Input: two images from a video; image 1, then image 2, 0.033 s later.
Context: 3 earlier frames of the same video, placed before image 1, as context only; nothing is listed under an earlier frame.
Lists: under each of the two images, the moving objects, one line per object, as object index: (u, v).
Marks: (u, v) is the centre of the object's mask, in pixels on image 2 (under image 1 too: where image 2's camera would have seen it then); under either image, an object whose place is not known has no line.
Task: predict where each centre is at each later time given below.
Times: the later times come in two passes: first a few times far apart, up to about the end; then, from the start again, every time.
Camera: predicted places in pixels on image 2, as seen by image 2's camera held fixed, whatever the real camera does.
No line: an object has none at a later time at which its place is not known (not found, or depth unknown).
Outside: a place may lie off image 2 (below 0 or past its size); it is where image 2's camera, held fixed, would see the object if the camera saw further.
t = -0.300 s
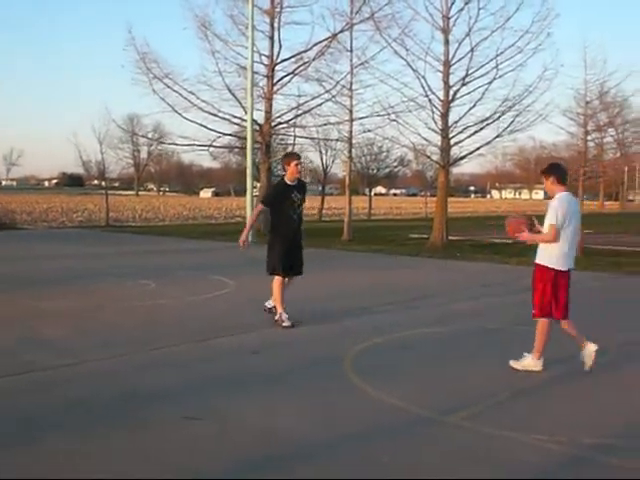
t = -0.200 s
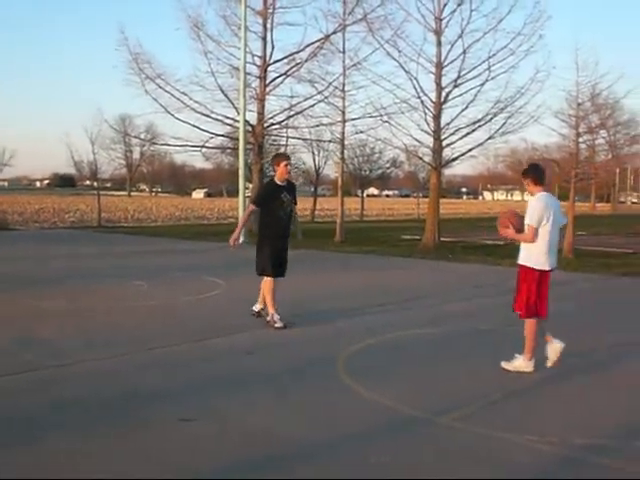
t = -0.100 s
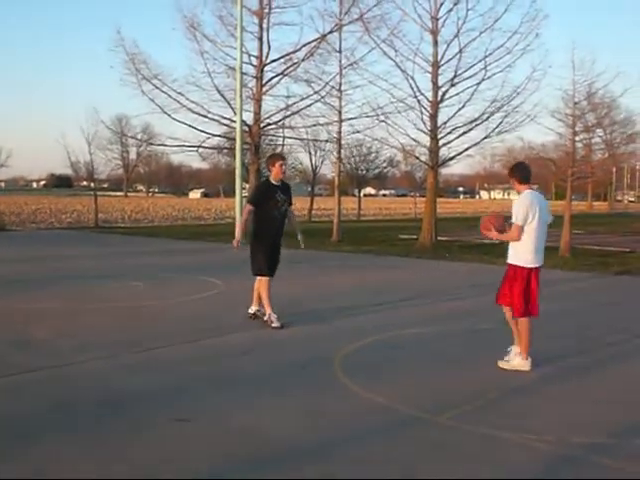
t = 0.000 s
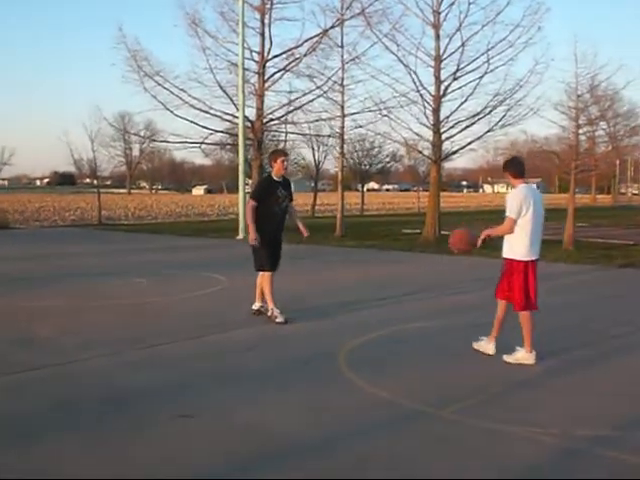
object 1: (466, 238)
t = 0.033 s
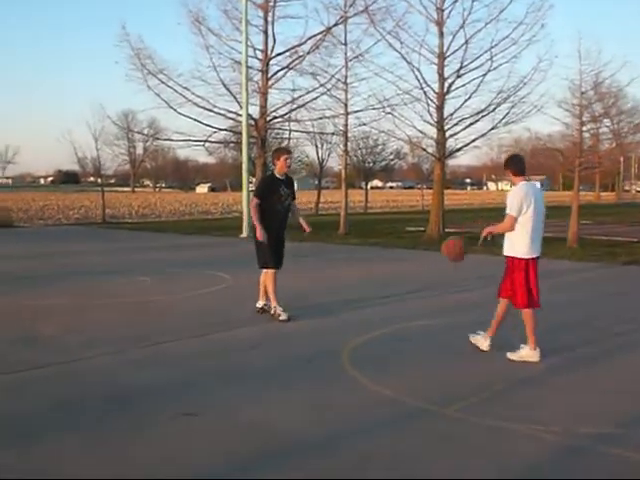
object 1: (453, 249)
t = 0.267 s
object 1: (385, 313)
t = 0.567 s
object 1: (346, 243)
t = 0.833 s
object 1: (313, 255)
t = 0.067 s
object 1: (442, 260)
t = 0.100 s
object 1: (431, 272)
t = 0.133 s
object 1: (420, 285)
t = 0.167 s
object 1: (409, 299)
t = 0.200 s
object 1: (399, 315)
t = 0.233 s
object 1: (390, 325)
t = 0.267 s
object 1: (385, 313)
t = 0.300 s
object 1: (380, 299)
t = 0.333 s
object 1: (377, 288)
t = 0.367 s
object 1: (374, 278)
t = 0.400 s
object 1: (368, 270)
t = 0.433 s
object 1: (364, 262)
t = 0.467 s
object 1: (359, 255)
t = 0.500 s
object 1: (355, 251)
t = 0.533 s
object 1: (351, 246)
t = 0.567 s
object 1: (346, 243)
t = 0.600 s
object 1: (342, 242)
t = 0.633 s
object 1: (338, 241)
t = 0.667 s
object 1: (334, 241)
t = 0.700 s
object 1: (328, 243)
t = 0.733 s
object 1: (325, 244)
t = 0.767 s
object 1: (321, 247)
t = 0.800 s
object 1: (317, 251)
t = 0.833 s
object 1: (313, 255)
